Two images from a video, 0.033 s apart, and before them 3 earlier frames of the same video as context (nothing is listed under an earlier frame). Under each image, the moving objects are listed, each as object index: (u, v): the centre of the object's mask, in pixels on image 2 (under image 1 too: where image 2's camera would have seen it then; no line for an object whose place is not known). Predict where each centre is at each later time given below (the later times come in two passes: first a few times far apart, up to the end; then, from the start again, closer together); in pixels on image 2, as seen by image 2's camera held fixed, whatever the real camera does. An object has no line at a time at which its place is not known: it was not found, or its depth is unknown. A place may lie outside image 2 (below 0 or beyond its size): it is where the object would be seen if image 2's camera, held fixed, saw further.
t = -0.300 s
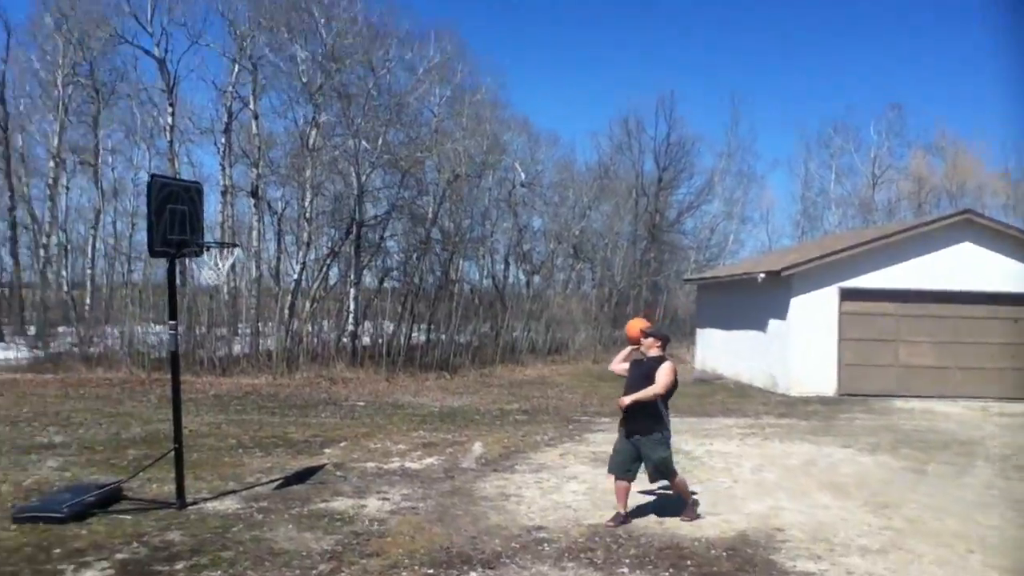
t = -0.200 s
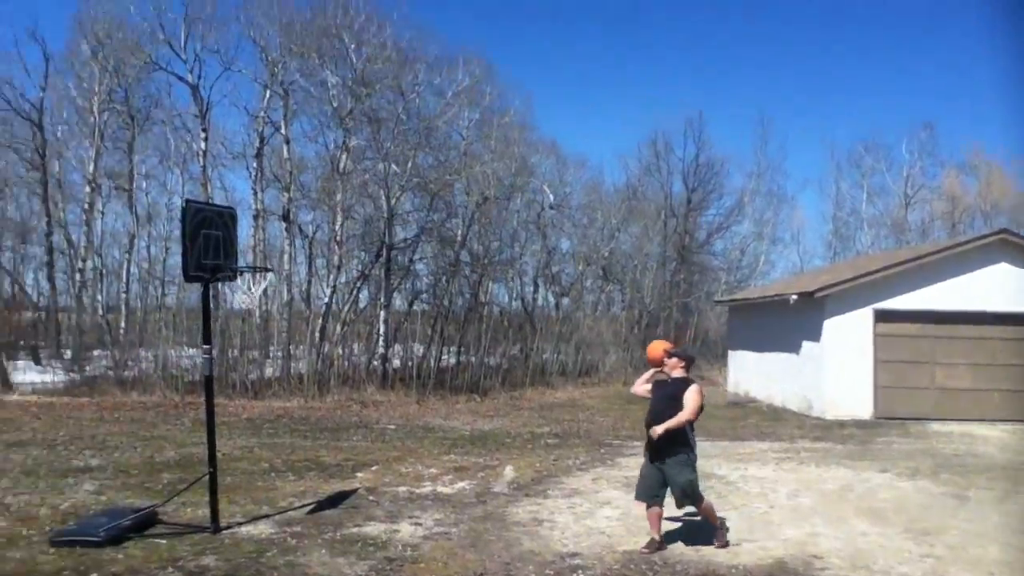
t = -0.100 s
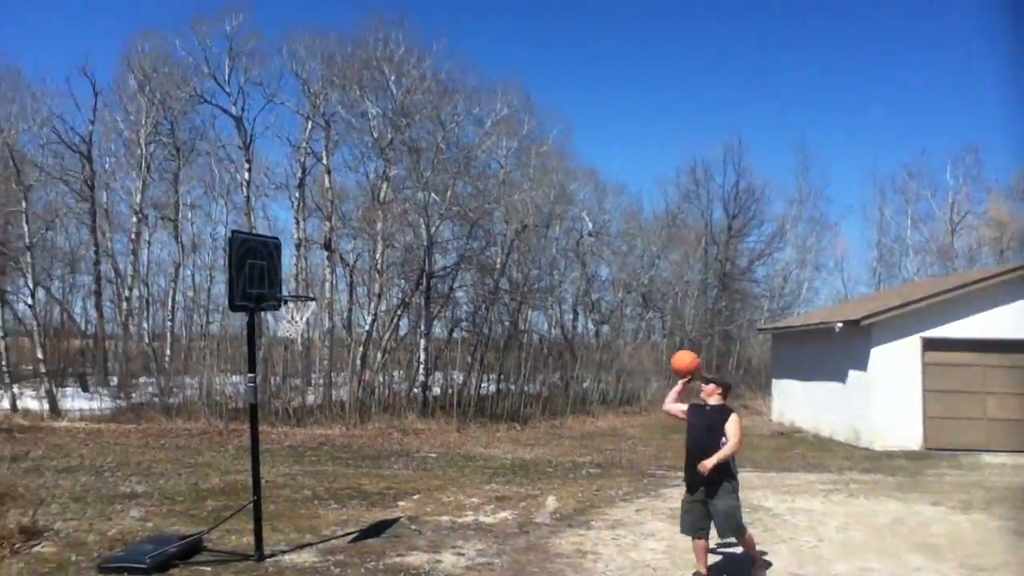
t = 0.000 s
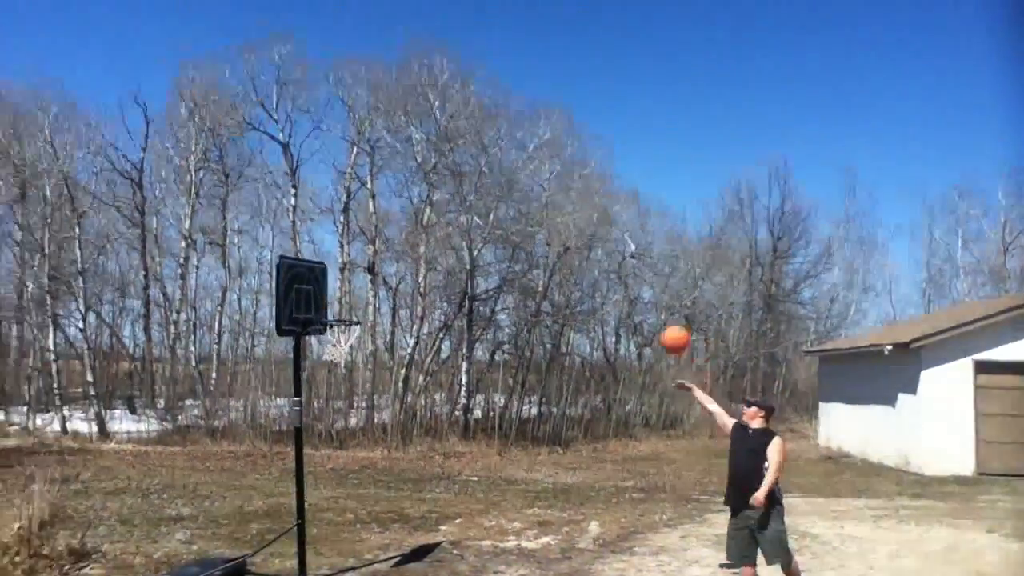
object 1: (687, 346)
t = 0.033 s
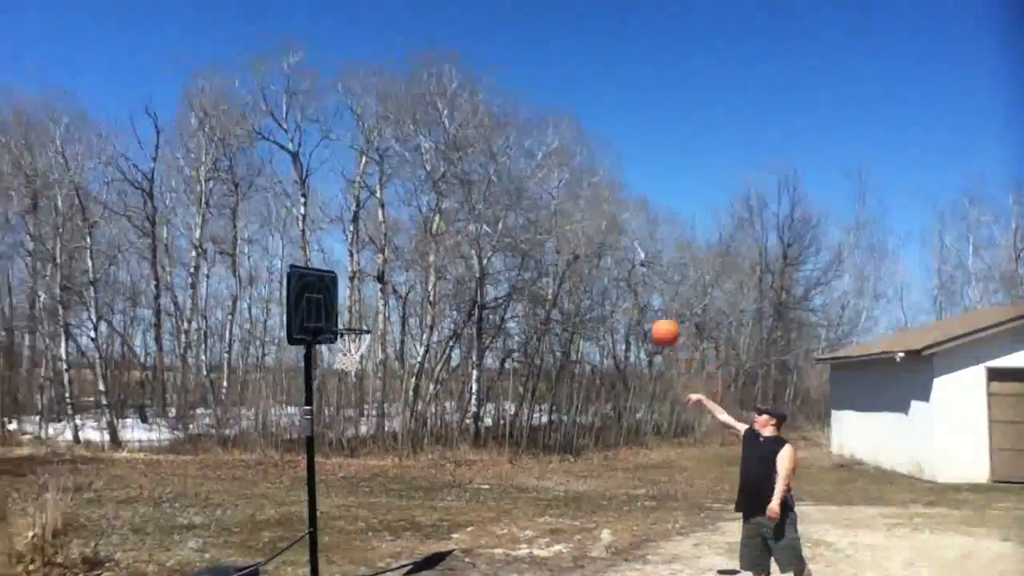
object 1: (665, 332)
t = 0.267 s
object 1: (528, 273)
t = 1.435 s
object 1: (433, 517)
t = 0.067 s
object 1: (645, 321)
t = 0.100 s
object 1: (627, 309)
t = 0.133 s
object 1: (607, 299)
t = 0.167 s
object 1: (586, 290)
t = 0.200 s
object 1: (565, 284)
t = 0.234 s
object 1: (547, 277)
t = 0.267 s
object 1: (528, 273)
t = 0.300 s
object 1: (506, 270)
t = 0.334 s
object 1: (486, 268)
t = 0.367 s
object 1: (468, 268)
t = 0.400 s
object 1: (449, 268)
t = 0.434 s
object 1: (430, 270)
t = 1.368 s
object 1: (425, 537)
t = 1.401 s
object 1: (429, 527)
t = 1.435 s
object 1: (433, 517)
